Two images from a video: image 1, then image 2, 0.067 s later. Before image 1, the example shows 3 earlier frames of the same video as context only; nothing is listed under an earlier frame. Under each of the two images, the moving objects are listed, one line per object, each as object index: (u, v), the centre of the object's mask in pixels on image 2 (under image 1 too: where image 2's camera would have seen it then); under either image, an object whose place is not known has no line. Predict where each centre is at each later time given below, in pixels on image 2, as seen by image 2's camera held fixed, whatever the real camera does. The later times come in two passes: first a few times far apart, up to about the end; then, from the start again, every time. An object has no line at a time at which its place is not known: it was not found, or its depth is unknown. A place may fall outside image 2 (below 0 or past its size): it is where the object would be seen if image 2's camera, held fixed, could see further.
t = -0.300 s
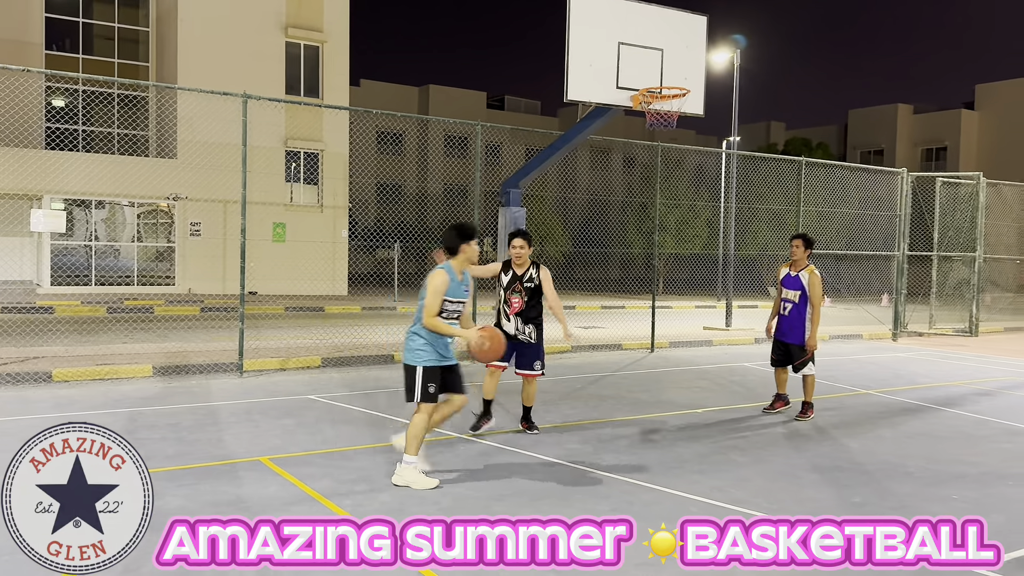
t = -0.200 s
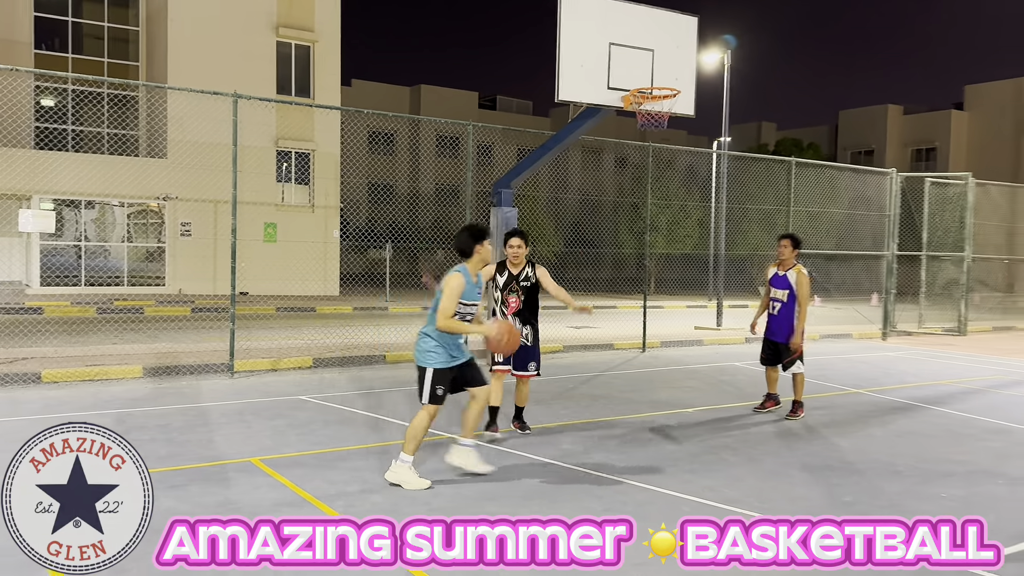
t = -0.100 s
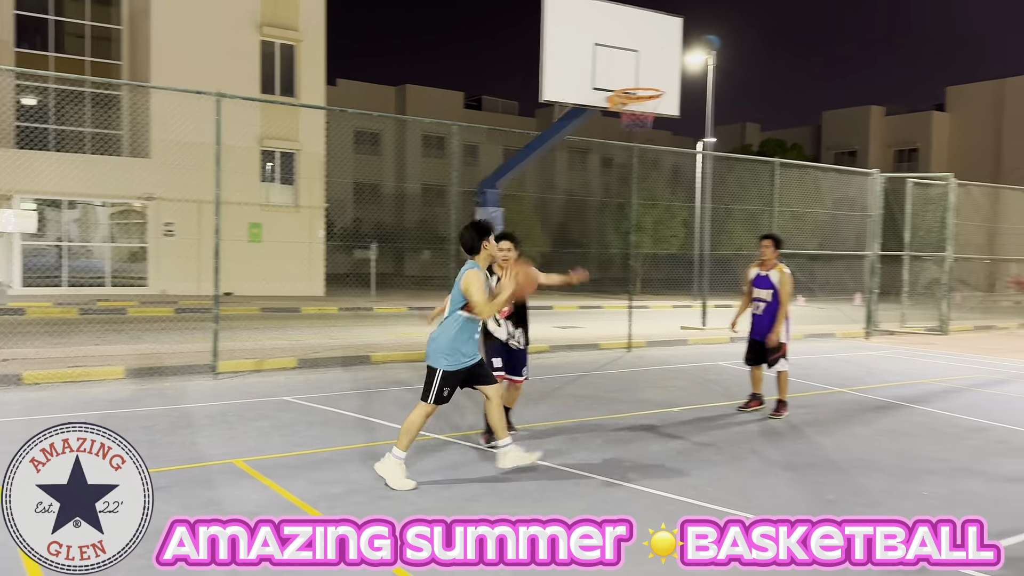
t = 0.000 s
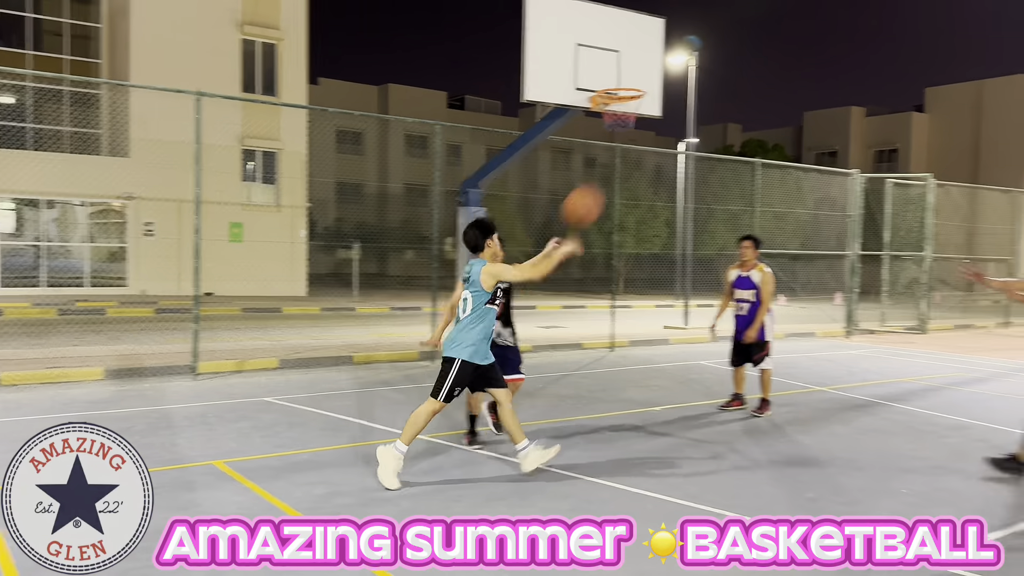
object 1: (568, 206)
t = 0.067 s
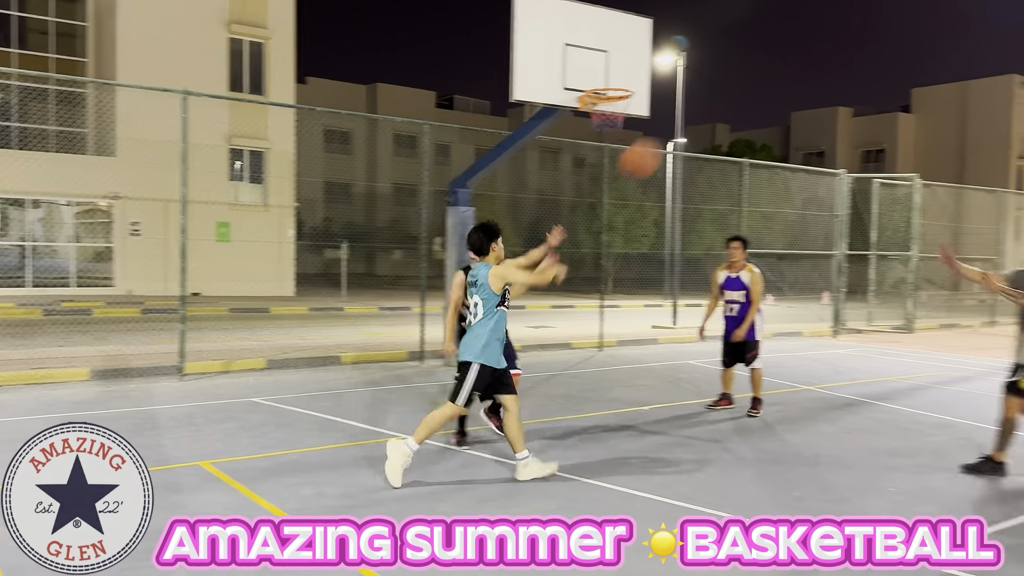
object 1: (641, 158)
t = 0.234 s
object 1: (797, 78)
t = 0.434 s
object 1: (955, 38)
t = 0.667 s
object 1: (1108, 54)
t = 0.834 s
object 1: (1201, 96)
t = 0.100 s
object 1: (676, 137)
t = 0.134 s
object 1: (706, 121)
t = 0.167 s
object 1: (738, 105)
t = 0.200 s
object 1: (768, 91)
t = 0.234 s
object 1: (797, 78)
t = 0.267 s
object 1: (824, 68)
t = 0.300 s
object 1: (853, 59)
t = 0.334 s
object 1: (880, 51)
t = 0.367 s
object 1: (906, 46)
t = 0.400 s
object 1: (931, 41)
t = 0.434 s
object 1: (955, 38)
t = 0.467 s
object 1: (979, 37)
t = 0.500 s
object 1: (1001, 37)
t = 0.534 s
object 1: (1024, 38)
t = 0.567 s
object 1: (1045, 40)
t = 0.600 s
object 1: (1066, 44)
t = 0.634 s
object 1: (1087, 48)
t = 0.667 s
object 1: (1108, 54)
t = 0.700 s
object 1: (1128, 61)
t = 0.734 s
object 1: (1147, 68)
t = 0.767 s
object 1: (1166, 77)
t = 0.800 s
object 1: (1185, 86)
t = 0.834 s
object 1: (1201, 96)
